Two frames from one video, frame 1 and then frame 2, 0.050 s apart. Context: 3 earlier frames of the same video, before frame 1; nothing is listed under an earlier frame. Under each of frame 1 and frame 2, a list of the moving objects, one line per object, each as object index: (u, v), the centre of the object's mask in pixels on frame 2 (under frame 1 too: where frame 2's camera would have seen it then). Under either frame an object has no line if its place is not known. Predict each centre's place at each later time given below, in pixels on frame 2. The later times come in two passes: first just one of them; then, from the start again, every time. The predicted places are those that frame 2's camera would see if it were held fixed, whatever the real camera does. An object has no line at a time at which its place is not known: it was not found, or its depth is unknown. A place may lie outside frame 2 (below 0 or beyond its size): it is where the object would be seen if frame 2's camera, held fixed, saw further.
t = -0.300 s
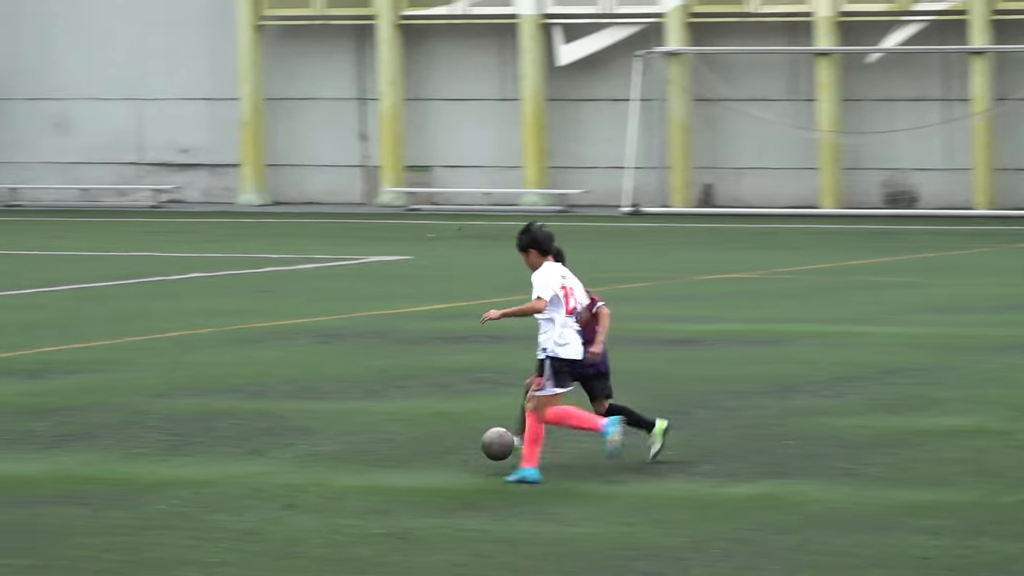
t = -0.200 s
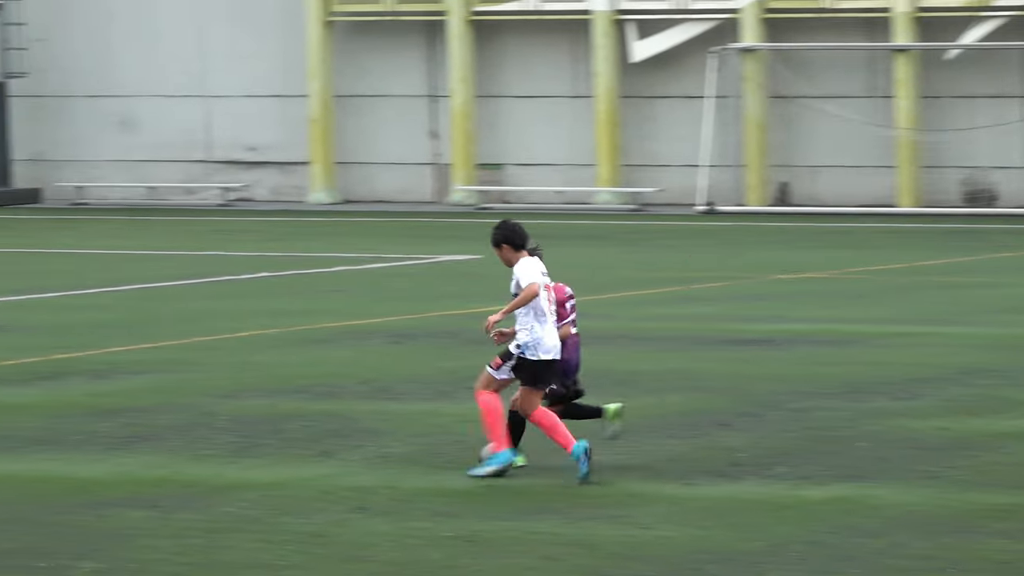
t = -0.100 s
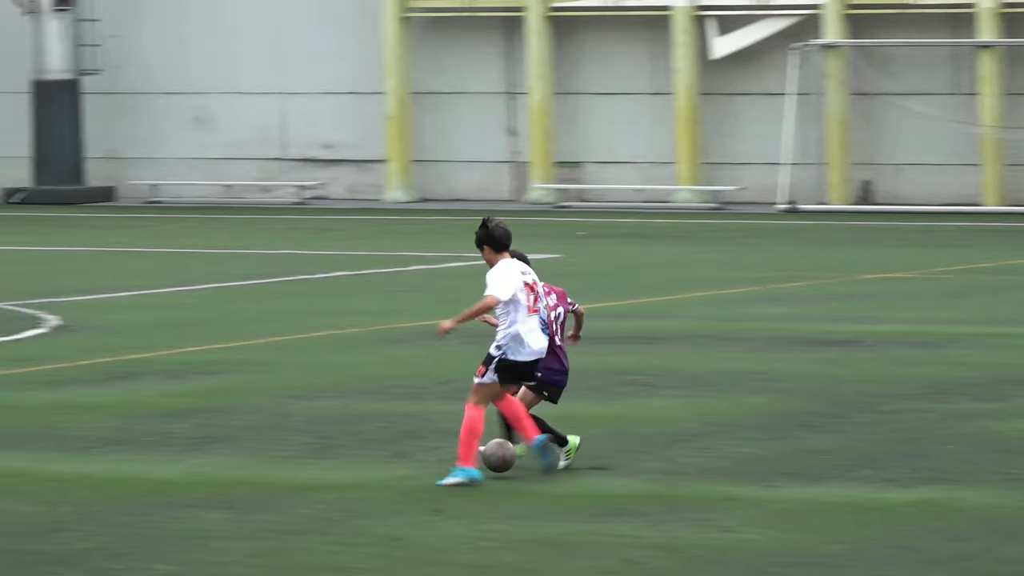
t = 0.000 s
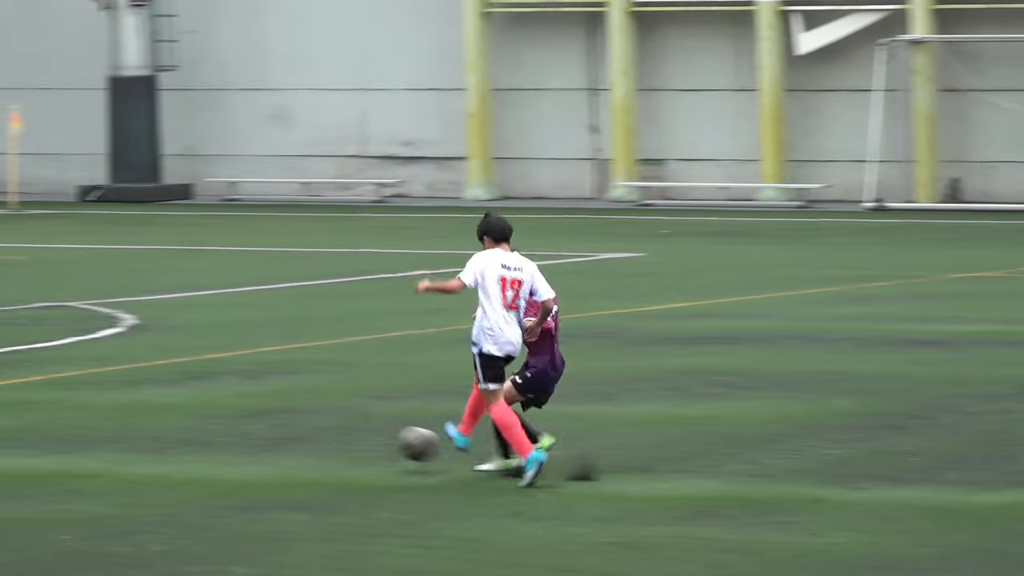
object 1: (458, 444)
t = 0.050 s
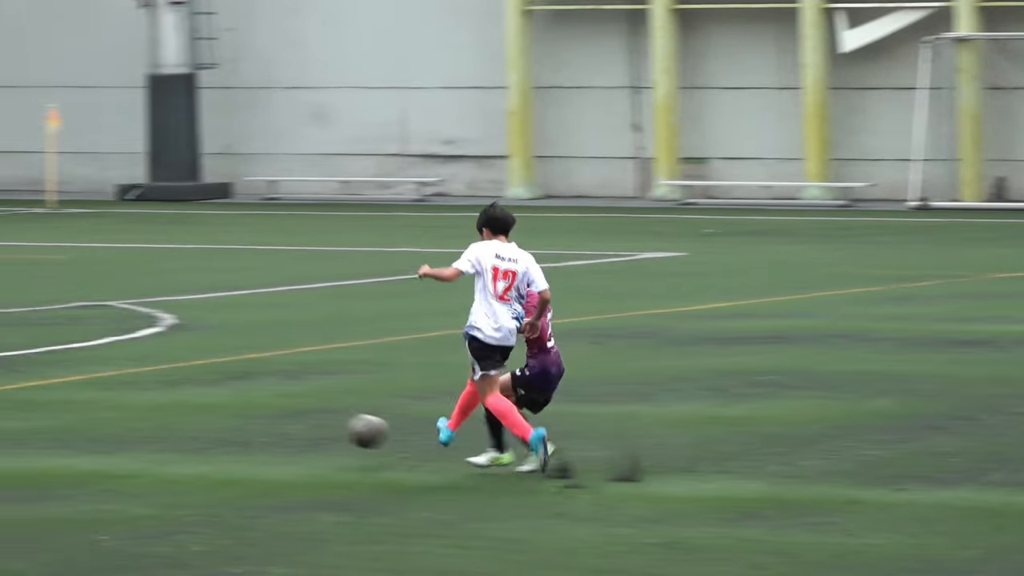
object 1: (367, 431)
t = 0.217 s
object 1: (81, 427)
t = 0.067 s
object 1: (339, 428)
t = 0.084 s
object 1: (308, 425)
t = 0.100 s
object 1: (278, 423)
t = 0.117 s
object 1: (249, 422)
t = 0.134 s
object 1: (220, 421)
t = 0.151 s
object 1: (192, 421)
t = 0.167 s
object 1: (164, 421)
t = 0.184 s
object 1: (136, 423)
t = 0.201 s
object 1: (109, 424)
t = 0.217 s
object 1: (81, 427)
